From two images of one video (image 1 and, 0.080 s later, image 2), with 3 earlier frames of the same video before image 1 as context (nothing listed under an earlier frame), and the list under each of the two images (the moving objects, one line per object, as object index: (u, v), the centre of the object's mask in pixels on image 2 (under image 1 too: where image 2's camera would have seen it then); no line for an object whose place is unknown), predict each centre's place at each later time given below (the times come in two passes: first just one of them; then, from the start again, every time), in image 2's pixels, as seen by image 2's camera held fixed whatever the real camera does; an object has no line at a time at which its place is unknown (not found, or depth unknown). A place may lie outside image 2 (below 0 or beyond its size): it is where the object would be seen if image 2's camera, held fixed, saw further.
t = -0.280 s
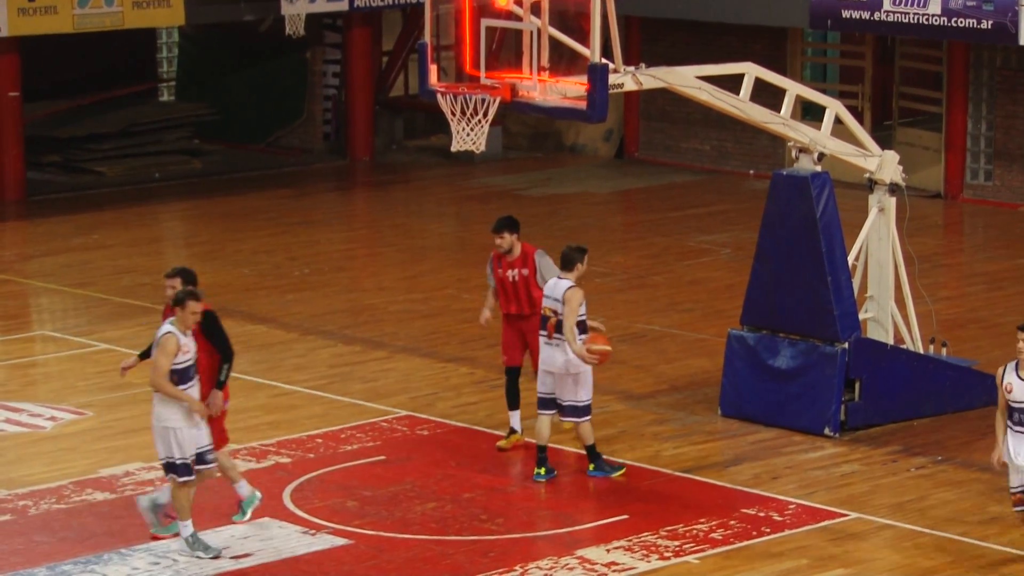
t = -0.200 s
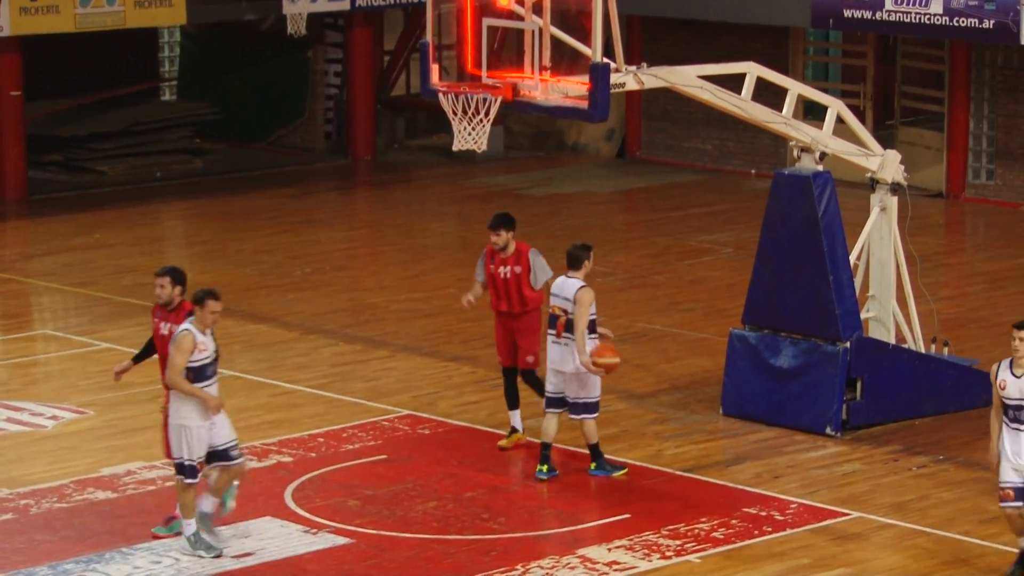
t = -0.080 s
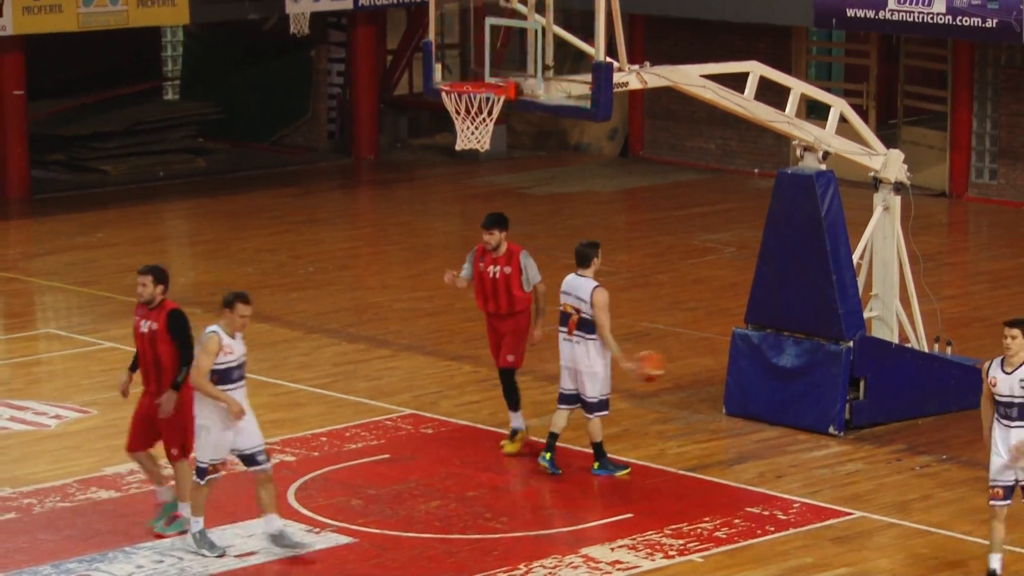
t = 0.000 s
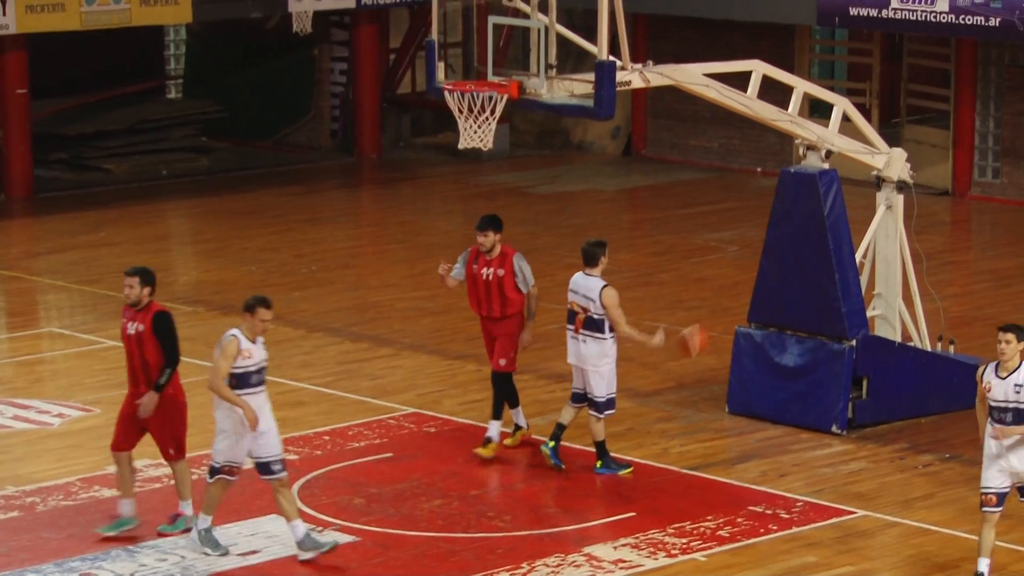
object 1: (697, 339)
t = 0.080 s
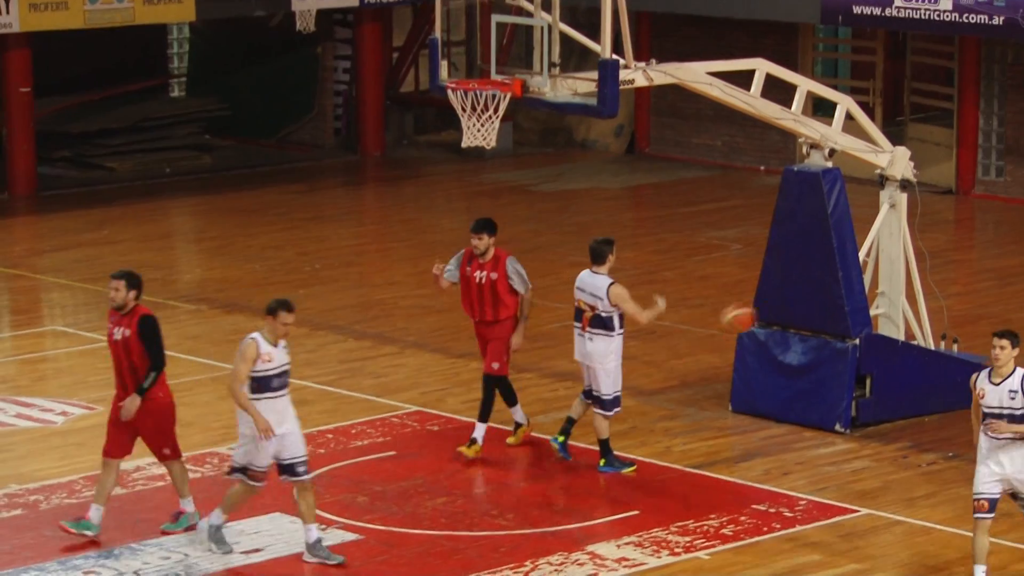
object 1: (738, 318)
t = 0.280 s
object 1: (820, 301)
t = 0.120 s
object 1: (759, 310)
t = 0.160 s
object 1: (778, 305)
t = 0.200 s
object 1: (798, 302)
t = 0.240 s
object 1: (817, 301)
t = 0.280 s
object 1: (820, 301)
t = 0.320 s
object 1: (810, 302)
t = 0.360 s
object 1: (800, 306)
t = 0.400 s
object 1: (790, 311)
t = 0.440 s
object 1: (780, 319)
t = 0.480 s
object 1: (770, 328)
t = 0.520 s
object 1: (760, 339)
